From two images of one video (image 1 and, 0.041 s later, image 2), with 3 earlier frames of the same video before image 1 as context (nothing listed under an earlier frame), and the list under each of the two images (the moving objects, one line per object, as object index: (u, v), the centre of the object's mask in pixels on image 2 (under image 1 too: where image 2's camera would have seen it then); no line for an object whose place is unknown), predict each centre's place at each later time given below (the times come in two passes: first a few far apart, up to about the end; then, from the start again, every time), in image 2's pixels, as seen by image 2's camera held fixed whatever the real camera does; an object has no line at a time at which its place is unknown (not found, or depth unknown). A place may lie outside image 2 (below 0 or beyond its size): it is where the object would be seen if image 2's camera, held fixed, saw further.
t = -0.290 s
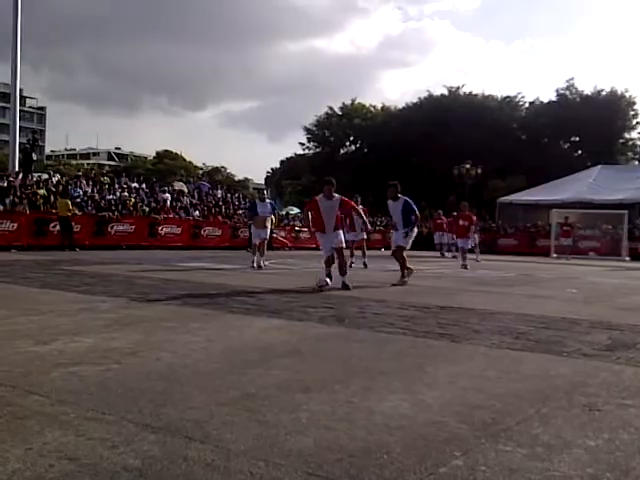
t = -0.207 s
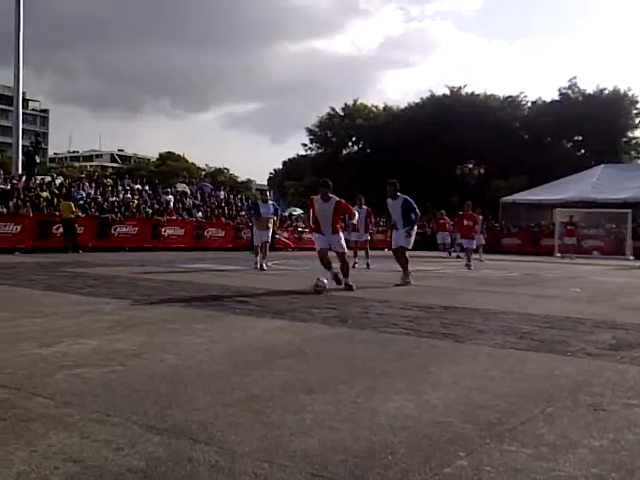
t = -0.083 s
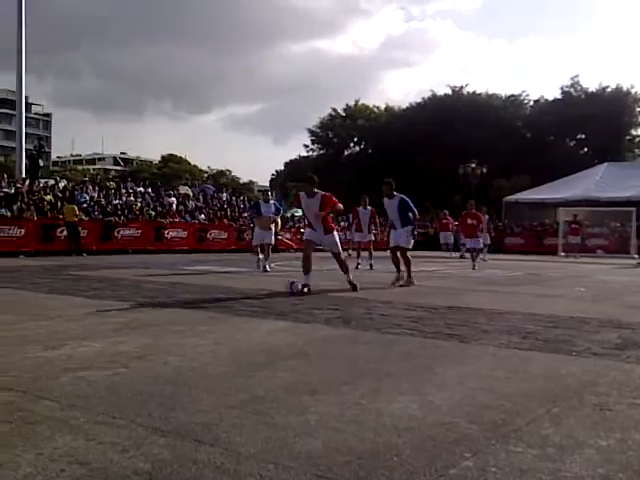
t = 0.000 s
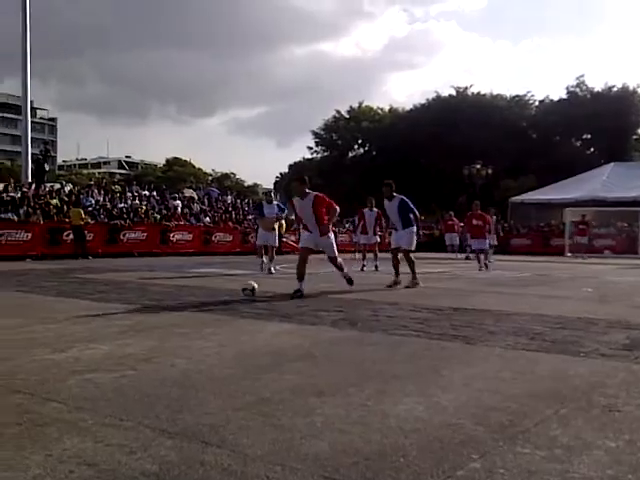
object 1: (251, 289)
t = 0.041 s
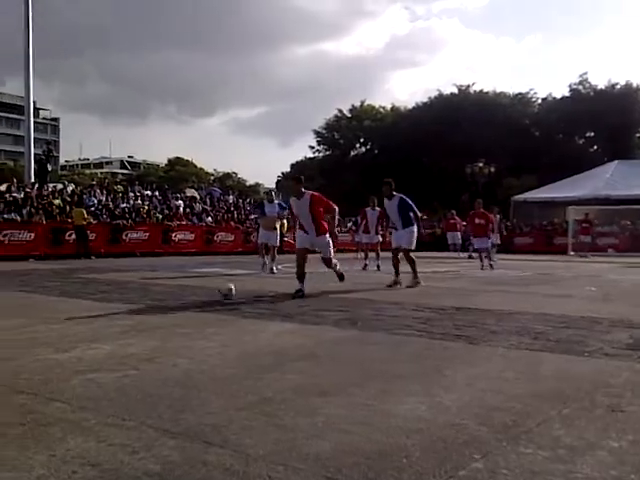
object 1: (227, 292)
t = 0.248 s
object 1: (107, 293)
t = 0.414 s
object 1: (14, 298)
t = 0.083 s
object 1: (202, 291)
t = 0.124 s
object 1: (179, 290)
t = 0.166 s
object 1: (154, 292)
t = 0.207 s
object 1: (131, 293)
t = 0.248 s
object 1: (107, 293)
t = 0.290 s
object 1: (83, 294)
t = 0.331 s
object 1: (59, 295)
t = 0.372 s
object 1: (36, 296)
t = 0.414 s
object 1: (14, 298)
